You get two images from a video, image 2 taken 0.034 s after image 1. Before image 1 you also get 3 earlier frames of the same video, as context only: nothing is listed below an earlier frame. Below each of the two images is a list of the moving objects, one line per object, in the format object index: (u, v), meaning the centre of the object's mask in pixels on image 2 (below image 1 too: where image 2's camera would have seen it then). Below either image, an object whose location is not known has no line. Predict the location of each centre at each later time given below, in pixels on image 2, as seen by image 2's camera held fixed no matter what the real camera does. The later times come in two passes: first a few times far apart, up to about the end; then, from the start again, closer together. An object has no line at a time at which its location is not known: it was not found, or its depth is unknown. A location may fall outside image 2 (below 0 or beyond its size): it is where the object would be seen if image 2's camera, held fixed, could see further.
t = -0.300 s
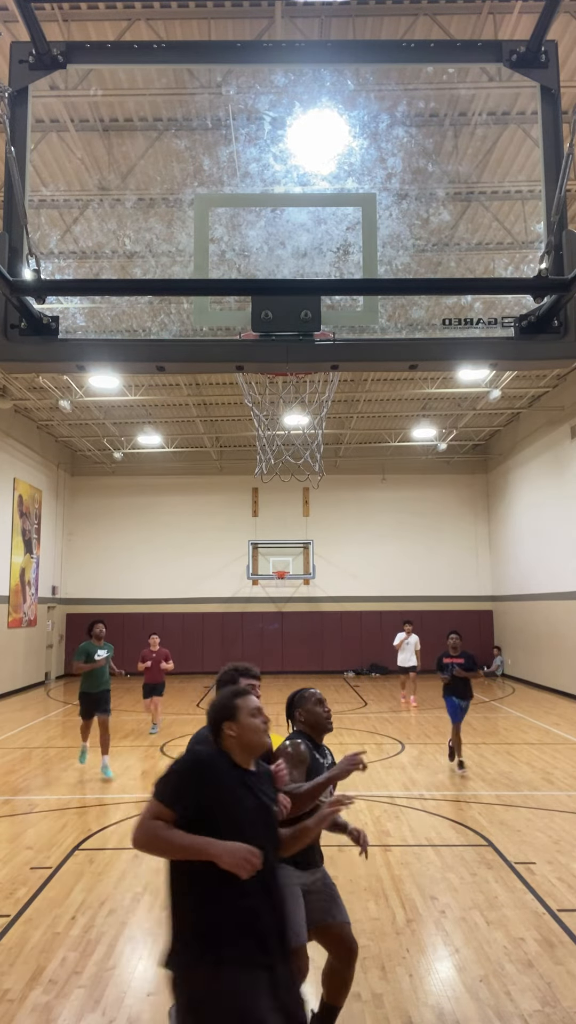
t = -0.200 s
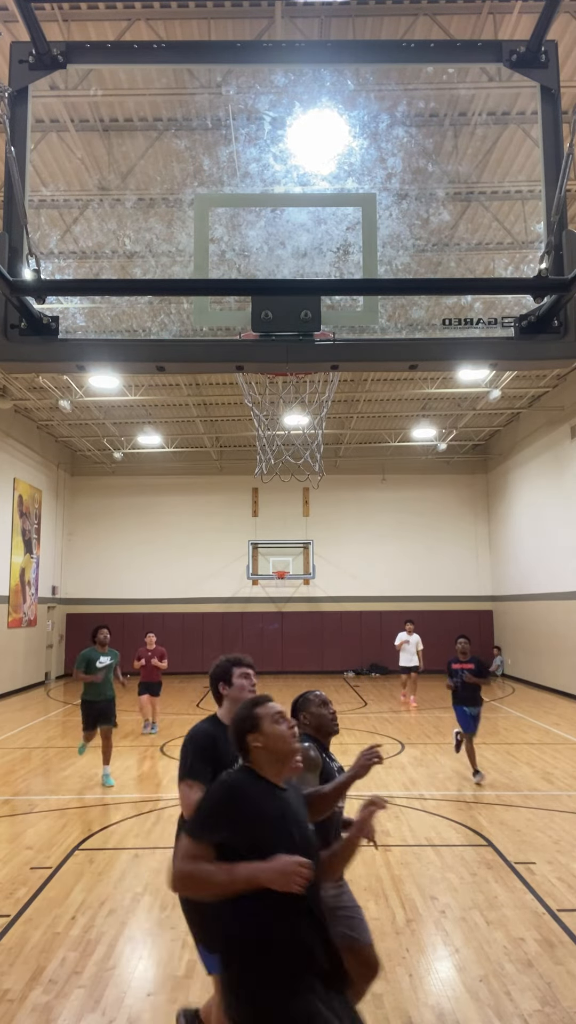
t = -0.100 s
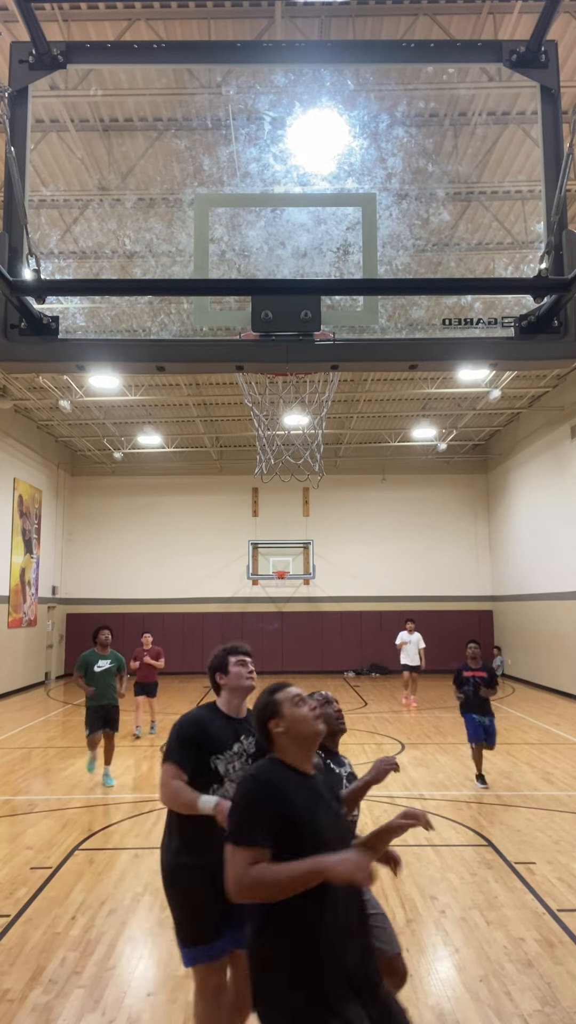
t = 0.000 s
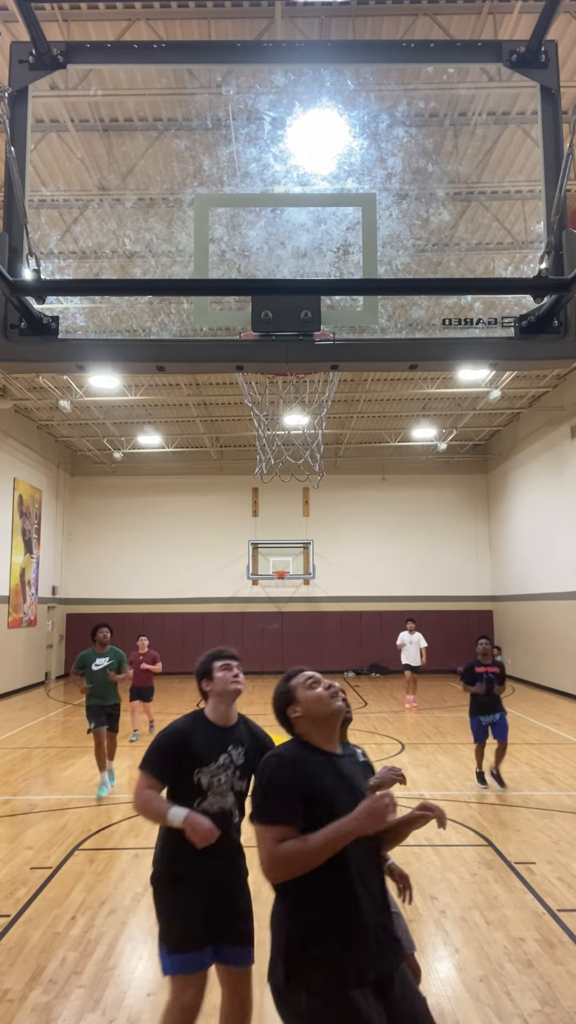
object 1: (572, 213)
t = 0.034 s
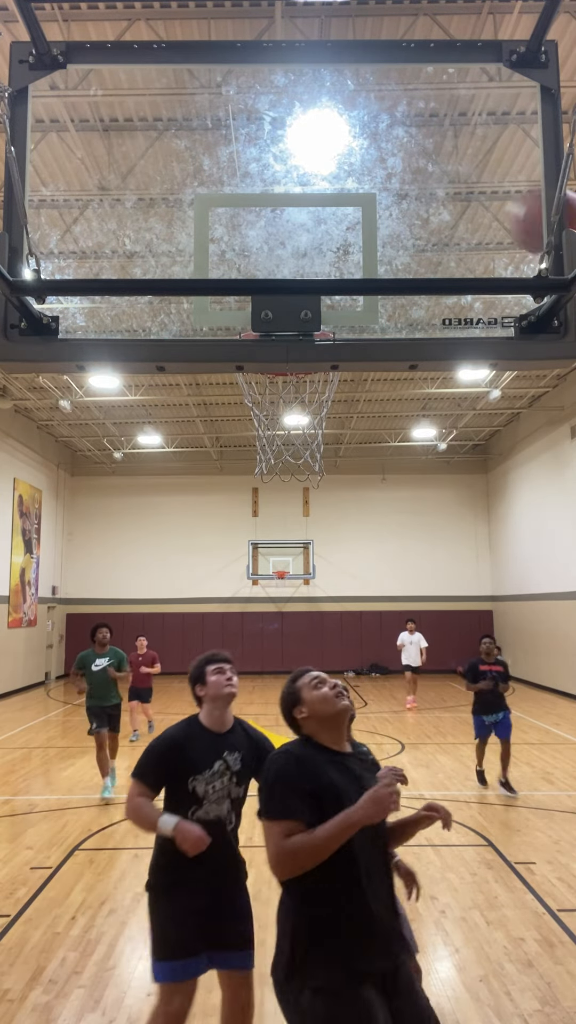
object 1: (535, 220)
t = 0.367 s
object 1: (289, 374)
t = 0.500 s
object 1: (275, 391)
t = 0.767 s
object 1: (280, 442)
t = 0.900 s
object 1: (292, 524)
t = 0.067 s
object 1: (512, 205)
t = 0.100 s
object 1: (485, 203)
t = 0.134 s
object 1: (459, 210)
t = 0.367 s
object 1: (289, 374)
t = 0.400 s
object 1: (286, 379)
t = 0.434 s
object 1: (285, 382)
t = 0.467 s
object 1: (279, 384)
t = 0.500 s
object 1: (275, 391)
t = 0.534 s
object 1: (271, 396)
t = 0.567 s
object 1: (267, 401)
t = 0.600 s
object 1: (268, 405)
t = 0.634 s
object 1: (270, 407)
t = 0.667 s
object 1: (272, 411)
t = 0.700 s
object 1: (275, 419)
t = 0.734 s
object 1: (277, 430)
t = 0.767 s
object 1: (280, 442)
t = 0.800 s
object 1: (282, 457)
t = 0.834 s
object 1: (286, 475)
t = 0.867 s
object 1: (289, 498)
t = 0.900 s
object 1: (292, 524)
